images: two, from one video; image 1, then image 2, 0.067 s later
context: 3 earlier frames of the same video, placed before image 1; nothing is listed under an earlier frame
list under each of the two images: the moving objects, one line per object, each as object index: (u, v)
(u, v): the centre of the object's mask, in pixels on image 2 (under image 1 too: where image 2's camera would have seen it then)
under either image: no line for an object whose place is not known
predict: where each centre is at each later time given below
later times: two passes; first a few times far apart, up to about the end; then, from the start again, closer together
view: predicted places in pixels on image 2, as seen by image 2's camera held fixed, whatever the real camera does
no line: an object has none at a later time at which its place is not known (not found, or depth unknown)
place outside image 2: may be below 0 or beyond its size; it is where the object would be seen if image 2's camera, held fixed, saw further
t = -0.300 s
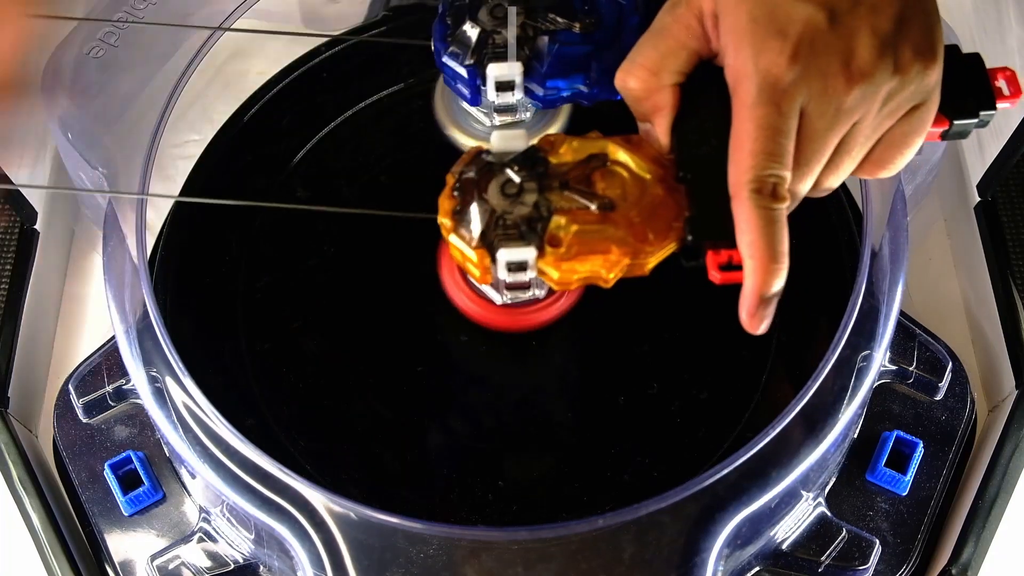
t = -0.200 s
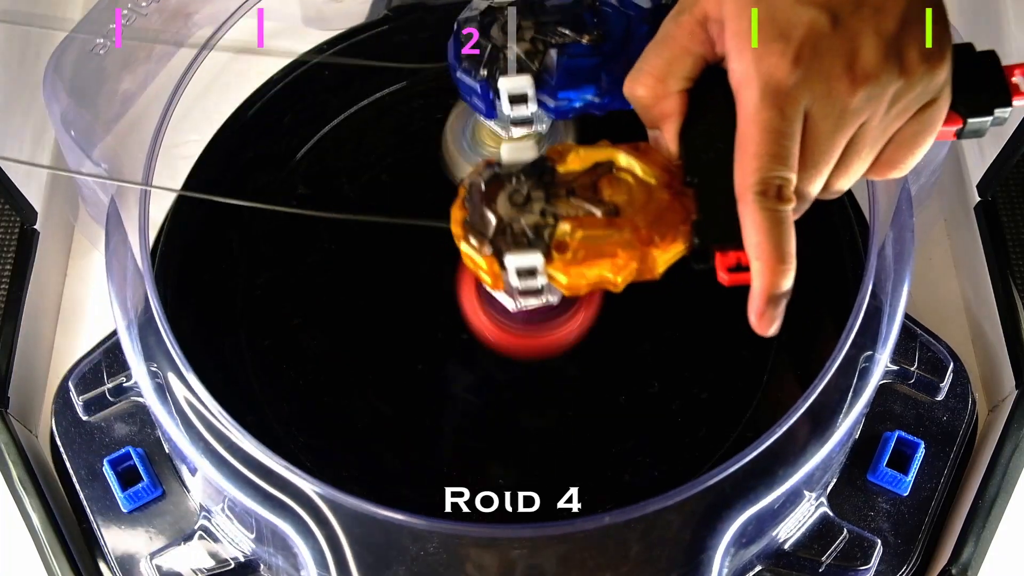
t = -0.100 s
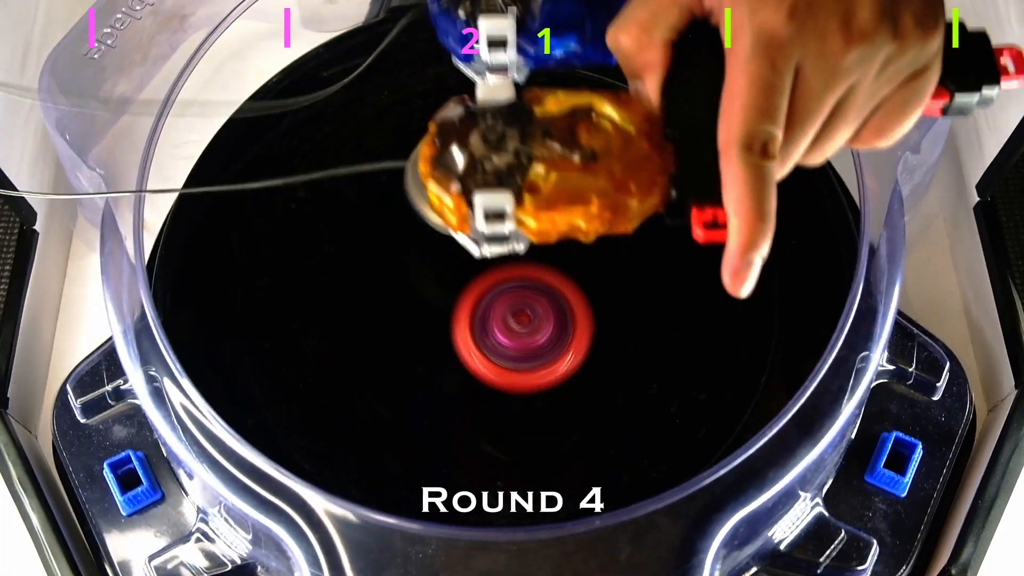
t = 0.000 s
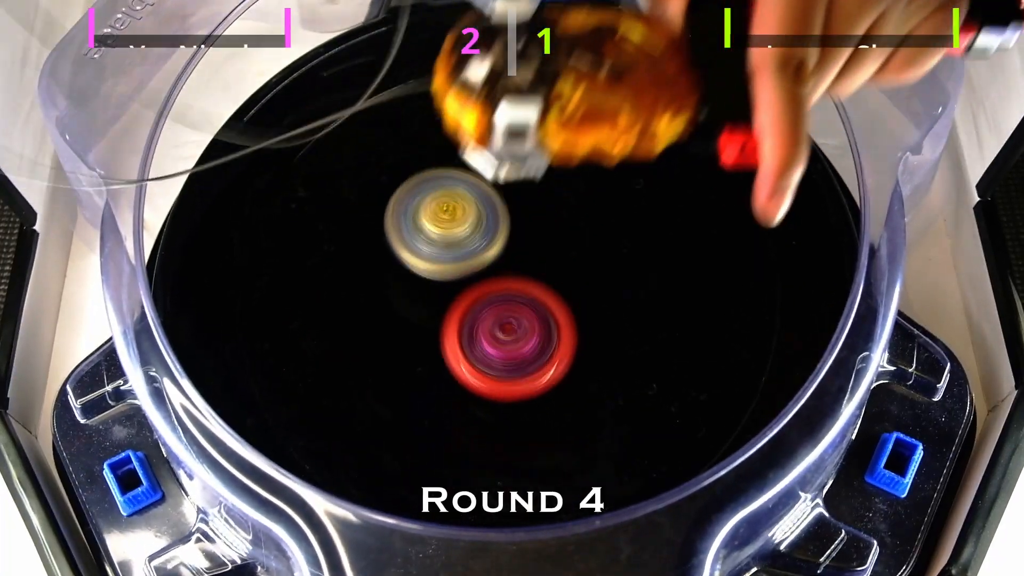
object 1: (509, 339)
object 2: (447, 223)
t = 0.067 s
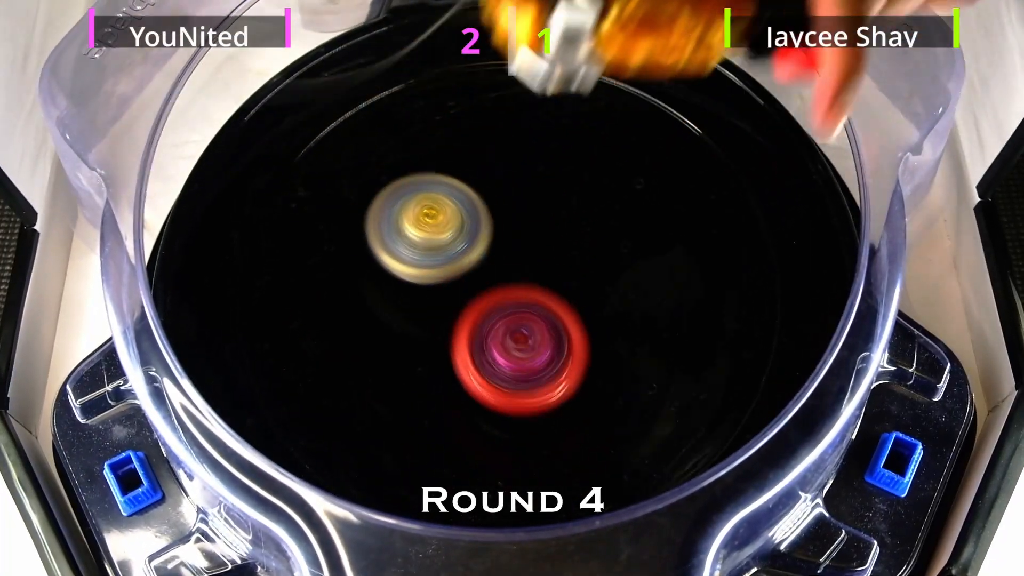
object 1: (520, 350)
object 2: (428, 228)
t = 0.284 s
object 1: (565, 363)
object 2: (413, 235)
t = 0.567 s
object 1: (577, 282)
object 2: (429, 258)
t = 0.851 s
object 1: (649, 248)
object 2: (379, 271)
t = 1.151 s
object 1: (624, 320)
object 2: (399, 265)
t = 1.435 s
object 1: (662, 339)
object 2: (336, 250)
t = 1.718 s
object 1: (612, 282)
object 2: (327, 259)
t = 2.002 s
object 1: (598, 257)
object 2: (405, 273)
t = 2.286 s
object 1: (592, 253)
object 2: (451, 281)
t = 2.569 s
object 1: (585, 249)
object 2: (439, 272)
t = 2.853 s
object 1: (594, 245)
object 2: (400, 277)
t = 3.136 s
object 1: (651, 227)
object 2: (340, 288)
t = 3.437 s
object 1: (576, 249)
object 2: (427, 312)
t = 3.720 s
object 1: (564, 203)
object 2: (435, 335)
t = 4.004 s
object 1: (538, 198)
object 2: (483, 326)
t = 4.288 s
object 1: (541, 204)
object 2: (514, 342)
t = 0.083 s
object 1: (526, 359)
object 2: (422, 227)
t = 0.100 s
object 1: (530, 360)
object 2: (417, 226)
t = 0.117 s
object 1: (535, 363)
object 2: (414, 224)
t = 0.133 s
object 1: (540, 368)
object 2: (411, 223)
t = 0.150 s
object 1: (545, 374)
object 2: (409, 223)
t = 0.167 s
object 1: (548, 371)
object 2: (407, 223)
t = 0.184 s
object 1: (552, 370)
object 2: (407, 224)
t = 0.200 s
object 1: (555, 372)
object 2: (407, 225)
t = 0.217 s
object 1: (558, 373)
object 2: (408, 226)
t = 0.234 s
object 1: (561, 371)
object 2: (408, 228)
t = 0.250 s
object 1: (563, 369)
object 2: (410, 230)
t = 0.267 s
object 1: (564, 365)
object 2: (411, 232)
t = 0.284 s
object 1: (565, 363)
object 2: (413, 235)
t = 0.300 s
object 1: (566, 358)
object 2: (415, 237)
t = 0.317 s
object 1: (566, 353)
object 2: (418, 240)
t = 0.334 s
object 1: (566, 348)
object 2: (421, 243)
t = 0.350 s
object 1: (565, 343)
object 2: (425, 246)
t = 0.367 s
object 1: (563, 337)
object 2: (427, 249)
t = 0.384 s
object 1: (562, 331)
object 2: (432, 252)
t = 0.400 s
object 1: (559, 325)
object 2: (435, 255)
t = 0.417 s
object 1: (557, 319)
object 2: (440, 258)
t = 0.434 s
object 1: (559, 315)
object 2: (438, 259)
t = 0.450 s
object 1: (564, 311)
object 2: (435, 259)
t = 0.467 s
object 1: (567, 307)
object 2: (432, 258)
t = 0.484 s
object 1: (570, 303)
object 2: (430, 258)
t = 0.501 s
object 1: (572, 298)
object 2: (428, 258)
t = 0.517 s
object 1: (575, 295)
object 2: (428, 258)
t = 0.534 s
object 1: (576, 290)
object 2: (427, 258)
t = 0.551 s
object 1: (577, 287)
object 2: (428, 258)
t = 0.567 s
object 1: (577, 282)
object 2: (429, 258)
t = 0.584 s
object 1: (577, 278)
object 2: (430, 258)
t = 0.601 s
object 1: (576, 274)
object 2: (432, 259)
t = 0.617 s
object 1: (575, 271)
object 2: (435, 259)
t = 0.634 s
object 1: (573, 268)
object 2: (437, 260)
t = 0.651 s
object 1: (571, 264)
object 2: (439, 261)
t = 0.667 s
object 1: (572, 262)
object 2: (438, 262)
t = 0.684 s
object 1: (583, 258)
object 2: (428, 262)
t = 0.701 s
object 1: (593, 255)
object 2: (417, 263)
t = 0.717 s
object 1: (603, 252)
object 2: (407, 264)
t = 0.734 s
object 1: (612, 249)
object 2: (399, 265)
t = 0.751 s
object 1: (621, 247)
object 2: (393, 266)
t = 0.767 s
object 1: (628, 246)
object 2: (387, 267)
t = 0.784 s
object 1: (634, 244)
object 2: (383, 267)
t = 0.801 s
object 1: (639, 244)
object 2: (381, 268)
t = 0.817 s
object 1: (643, 245)
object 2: (379, 269)
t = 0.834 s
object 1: (646, 245)
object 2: (379, 270)
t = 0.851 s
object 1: (649, 248)
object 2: (379, 271)
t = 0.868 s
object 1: (651, 249)
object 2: (381, 272)
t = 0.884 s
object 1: (651, 251)
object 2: (383, 273)
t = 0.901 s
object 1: (651, 255)
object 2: (386, 273)
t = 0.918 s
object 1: (649, 258)
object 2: (389, 274)
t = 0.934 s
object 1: (647, 263)
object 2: (393, 275)
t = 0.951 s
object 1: (644, 268)
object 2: (397, 276)
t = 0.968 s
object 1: (640, 272)
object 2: (402, 277)
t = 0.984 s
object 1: (635, 278)
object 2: (408, 278)
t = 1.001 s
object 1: (629, 281)
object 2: (413, 278)
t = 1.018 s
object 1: (622, 286)
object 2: (419, 279)
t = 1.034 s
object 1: (615, 291)
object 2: (426, 279)
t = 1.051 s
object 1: (608, 295)
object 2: (432, 280)
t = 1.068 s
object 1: (599, 298)
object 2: (439, 280)
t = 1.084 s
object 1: (590, 301)
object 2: (445, 280)
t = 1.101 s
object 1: (582, 305)
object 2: (451, 280)
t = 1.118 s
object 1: (593, 310)
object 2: (436, 275)
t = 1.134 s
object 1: (610, 316)
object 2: (417, 270)
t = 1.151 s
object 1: (624, 320)
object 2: (399, 265)
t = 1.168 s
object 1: (638, 324)
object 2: (383, 260)
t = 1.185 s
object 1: (651, 328)
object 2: (368, 254)
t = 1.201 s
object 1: (662, 331)
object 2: (355, 250)
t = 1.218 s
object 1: (672, 334)
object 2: (344, 246)
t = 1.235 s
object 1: (680, 337)
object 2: (335, 242)
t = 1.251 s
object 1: (687, 339)
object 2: (327, 239)
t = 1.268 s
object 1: (691, 340)
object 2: (322, 237)
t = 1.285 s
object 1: (695, 341)
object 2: (318, 236)
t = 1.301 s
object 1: (697, 342)
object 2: (316, 235)
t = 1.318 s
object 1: (698, 343)
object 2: (315, 235)
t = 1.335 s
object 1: (696, 343)
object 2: (315, 236)
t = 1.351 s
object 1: (694, 343)
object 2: (317, 238)
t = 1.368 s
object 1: (690, 343)
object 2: (319, 240)
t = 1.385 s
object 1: (684, 343)
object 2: (322, 242)
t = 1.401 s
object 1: (678, 342)
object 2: (326, 245)
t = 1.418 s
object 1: (670, 341)
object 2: (331, 248)
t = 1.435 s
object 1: (662, 339)
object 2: (336, 250)
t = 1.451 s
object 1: (652, 337)
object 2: (343, 253)
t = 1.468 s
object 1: (641, 335)
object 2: (350, 256)
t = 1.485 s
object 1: (628, 333)
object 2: (358, 259)
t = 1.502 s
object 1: (616, 330)
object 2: (366, 263)
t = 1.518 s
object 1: (603, 326)
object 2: (376, 266)
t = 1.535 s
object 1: (589, 323)
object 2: (385, 269)
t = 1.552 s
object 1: (575, 318)
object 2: (395, 272)
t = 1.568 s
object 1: (561, 315)
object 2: (406, 275)
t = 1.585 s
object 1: (548, 309)
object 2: (416, 277)
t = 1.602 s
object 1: (553, 306)
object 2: (406, 275)
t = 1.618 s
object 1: (563, 301)
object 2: (390, 273)
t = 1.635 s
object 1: (574, 299)
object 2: (375, 270)
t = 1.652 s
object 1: (583, 296)
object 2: (362, 267)
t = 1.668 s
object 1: (591, 292)
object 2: (350, 265)
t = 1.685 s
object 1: (599, 289)
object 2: (341, 263)
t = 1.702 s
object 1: (606, 285)
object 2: (333, 261)
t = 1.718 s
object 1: (612, 282)
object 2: (327, 259)
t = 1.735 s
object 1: (617, 278)
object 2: (323, 258)
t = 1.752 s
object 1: (622, 274)
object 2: (320, 257)
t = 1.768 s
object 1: (626, 271)
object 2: (319, 257)
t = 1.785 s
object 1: (629, 268)
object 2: (319, 257)
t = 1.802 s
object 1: (630, 265)
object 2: (320, 258)
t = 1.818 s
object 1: (632, 263)
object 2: (323, 258)
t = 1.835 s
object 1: (632, 261)
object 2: (326, 259)
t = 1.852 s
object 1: (632, 259)
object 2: (331, 261)
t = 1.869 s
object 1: (631, 257)
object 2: (336, 262)
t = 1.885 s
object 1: (629, 256)
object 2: (342, 263)
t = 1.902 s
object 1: (626, 256)
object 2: (349, 265)
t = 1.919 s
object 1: (622, 256)
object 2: (357, 266)
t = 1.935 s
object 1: (618, 255)
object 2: (366, 268)
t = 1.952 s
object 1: (614, 255)
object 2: (375, 269)
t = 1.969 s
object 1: (609, 256)
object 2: (384, 270)
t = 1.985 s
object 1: (604, 255)
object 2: (394, 272)
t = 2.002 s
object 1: (598, 257)
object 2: (405, 273)
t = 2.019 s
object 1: (592, 257)
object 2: (416, 274)
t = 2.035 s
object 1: (585, 259)
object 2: (427, 275)
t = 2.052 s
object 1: (578, 259)
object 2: (438, 276)
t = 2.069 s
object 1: (576, 260)
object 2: (444, 277)
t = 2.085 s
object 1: (581, 256)
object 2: (442, 280)
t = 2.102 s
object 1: (586, 254)
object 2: (440, 282)
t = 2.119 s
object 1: (590, 255)
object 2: (439, 284)
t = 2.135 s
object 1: (593, 255)
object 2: (438, 285)
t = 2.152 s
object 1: (596, 254)
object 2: (438, 286)
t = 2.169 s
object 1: (597, 253)
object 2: (439, 287)
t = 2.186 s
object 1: (599, 252)
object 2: (440, 287)
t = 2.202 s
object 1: (599, 251)
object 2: (441, 286)
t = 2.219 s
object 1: (599, 251)
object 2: (443, 286)
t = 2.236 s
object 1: (598, 251)
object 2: (444, 284)
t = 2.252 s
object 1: (597, 252)
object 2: (446, 283)
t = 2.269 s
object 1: (594, 251)
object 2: (448, 282)
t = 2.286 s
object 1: (592, 253)
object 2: (451, 281)
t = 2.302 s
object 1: (588, 254)
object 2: (453, 279)
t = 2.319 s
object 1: (585, 256)
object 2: (455, 278)
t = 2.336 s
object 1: (586, 255)
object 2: (452, 277)
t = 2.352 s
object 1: (590, 253)
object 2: (445, 278)
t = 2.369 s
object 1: (594, 251)
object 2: (440, 279)
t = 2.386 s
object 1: (597, 249)
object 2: (435, 280)
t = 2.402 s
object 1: (599, 248)
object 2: (431, 280)
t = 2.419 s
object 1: (601, 247)
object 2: (429, 280)
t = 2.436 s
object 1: (602, 245)
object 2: (428, 279)
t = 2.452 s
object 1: (602, 245)
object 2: (427, 279)
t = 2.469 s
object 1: (601, 244)
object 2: (428, 278)
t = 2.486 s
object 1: (600, 245)
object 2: (429, 277)
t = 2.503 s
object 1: (598, 245)
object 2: (430, 276)
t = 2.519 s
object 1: (596, 246)
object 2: (432, 275)
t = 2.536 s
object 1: (592, 247)
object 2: (434, 274)
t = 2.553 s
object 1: (589, 248)
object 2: (437, 273)
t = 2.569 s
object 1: (585, 249)
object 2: (439, 272)
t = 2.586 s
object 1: (580, 251)
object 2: (442, 270)
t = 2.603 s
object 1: (576, 252)
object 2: (444, 269)
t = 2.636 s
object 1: (586, 250)
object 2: (426, 271)
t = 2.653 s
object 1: (592, 248)
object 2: (418, 272)
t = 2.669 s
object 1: (597, 247)
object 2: (410, 274)
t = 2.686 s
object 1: (600, 246)
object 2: (404, 274)
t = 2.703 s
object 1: (604, 245)
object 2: (399, 275)
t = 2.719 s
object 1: (606, 244)
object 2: (395, 276)
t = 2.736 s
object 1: (607, 244)
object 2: (392, 277)
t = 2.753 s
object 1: (608, 244)
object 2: (390, 277)
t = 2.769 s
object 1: (607, 243)
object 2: (390, 277)
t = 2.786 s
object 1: (606, 244)
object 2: (390, 277)
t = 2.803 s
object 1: (604, 244)
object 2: (391, 277)
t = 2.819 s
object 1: (602, 244)
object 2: (394, 277)
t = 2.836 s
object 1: (598, 245)
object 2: (396, 277)
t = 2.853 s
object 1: (594, 245)
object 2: (400, 277)
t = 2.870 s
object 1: (589, 246)
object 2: (404, 277)
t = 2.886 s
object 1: (584, 246)
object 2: (409, 276)
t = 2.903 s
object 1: (578, 247)
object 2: (414, 276)
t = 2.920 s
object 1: (572, 248)
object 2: (420, 275)
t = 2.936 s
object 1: (566, 249)
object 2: (425, 275)
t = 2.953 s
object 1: (561, 249)
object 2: (430, 275)
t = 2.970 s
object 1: (570, 247)
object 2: (418, 276)
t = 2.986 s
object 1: (583, 243)
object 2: (404, 277)
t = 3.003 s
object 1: (595, 240)
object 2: (390, 279)
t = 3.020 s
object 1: (607, 237)
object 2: (378, 280)
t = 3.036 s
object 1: (617, 235)
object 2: (368, 281)
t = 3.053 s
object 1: (626, 232)
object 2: (359, 283)
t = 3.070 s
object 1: (634, 231)
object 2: (352, 284)
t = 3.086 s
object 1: (640, 230)
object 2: (346, 285)
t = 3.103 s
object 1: (645, 228)
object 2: (342, 286)
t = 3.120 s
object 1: (649, 228)
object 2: (340, 287)
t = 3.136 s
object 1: (651, 227)
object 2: (340, 288)
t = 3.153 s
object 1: (652, 228)
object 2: (341, 290)
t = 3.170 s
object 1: (652, 228)
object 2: (344, 291)
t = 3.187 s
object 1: (650, 230)
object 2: (349, 293)
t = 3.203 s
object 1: (647, 231)
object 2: (354, 294)
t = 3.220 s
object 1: (643, 233)
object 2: (361, 296)
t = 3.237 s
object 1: (638, 235)
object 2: (368, 297)
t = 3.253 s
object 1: (632, 238)
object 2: (376, 298)
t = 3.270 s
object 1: (625, 240)
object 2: (384, 299)
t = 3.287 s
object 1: (617, 243)
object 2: (393, 300)
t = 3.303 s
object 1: (608, 246)
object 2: (402, 300)
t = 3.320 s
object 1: (599, 249)
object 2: (412, 301)
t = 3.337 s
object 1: (589, 252)
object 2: (422, 301)
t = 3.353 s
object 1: (579, 254)
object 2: (432, 301)
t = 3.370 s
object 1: (569, 257)
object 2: (441, 301)
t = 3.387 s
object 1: (568, 256)
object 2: (439, 303)
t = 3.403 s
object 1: (571, 253)
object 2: (435, 307)
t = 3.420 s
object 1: (574, 251)
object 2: (430, 309)
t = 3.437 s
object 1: (576, 249)
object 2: (427, 312)
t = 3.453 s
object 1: (577, 247)
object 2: (425, 314)
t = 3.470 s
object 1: (578, 245)
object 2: (424, 316)
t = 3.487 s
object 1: (577, 243)
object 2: (424, 317)
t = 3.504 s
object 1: (577, 242)
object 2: (425, 317)
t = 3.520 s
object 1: (575, 241)
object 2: (427, 318)
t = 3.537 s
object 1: (573, 240)
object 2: (429, 318)
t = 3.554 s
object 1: (570, 239)
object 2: (432, 317)
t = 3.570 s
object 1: (567, 238)
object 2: (435, 317)
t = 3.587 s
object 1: (563, 237)
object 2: (440, 316)
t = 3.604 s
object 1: (559, 237)
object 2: (444, 315)
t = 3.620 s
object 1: (554, 236)
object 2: (448, 314)
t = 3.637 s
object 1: (556, 231)
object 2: (446, 318)
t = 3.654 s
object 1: (558, 224)
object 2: (442, 322)
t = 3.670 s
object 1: (560, 218)
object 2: (439, 327)
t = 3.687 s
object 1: (563, 213)
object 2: (437, 330)
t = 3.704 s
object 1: (564, 208)
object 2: (436, 333)
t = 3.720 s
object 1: (564, 203)
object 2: (435, 335)
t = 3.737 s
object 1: (565, 199)
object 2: (435, 337)
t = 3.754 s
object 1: (565, 196)
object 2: (436, 338)
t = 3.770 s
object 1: (564, 194)
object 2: (438, 338)
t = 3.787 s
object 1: (563, 191)
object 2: (440, 338)
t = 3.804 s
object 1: (562, 190)
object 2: (443, 337)
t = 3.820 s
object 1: (561, 189)
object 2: (446, 336)
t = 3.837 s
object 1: (559, 189)
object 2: (450, 335)
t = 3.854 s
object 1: (557, 189)
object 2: (454, 333)
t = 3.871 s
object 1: (555, 190)
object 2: (458, 331)
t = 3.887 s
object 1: (552, 191)
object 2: (463, 329)
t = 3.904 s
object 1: (550, 193)
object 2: (467, 327)
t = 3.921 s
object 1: (547, 195)
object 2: (471, 324)
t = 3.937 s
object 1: (544, 198)
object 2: (475, 322)
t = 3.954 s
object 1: (541, 201)
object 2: (480, 319)
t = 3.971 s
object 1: (538, 204)
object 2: (484, 316)
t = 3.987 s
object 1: (536, 203)
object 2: (485, 319)
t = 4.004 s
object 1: (538, 198)
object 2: (483, 326)
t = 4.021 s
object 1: (539, 193)
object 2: (482, 332)
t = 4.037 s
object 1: (539, 189)
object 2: (481, 337)
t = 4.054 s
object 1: (540, 185)
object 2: (481, 341)
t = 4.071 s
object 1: (540, 181)
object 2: (482, 344)
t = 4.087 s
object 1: (541, 179)
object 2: (482, 347)
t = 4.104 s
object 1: (541, 177)
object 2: (484, 349)
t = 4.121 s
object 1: (541, 176)
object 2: (486, 350)
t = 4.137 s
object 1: (542, 176)
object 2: (488, 350)
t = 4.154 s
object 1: (542, 176)
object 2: (490, 351)
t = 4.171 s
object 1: (542, 177)
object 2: (493, 351)
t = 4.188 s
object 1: (542, 180)
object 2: (496, 350)
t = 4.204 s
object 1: (543, 182)
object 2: (499, 349)
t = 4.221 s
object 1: (542, 186)
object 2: (502, 348)
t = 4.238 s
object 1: (542, 190)
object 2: (505, 347)
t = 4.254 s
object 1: (542, 194)
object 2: (508, 345)
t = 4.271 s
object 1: (542, 199)
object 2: (511, 344)
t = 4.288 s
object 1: (541, 204)
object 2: (514, 342)
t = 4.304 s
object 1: (541, 209)
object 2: (517, 340)
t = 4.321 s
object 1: (540, 214)
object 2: (520, 339)
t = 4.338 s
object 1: (538, 218)
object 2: (522, 341)
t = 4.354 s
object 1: (537, 216)
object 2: (524, 348)
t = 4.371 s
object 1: (535, 213)
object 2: (526, 354)
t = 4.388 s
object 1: (533, 211)
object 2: (528, 360)
